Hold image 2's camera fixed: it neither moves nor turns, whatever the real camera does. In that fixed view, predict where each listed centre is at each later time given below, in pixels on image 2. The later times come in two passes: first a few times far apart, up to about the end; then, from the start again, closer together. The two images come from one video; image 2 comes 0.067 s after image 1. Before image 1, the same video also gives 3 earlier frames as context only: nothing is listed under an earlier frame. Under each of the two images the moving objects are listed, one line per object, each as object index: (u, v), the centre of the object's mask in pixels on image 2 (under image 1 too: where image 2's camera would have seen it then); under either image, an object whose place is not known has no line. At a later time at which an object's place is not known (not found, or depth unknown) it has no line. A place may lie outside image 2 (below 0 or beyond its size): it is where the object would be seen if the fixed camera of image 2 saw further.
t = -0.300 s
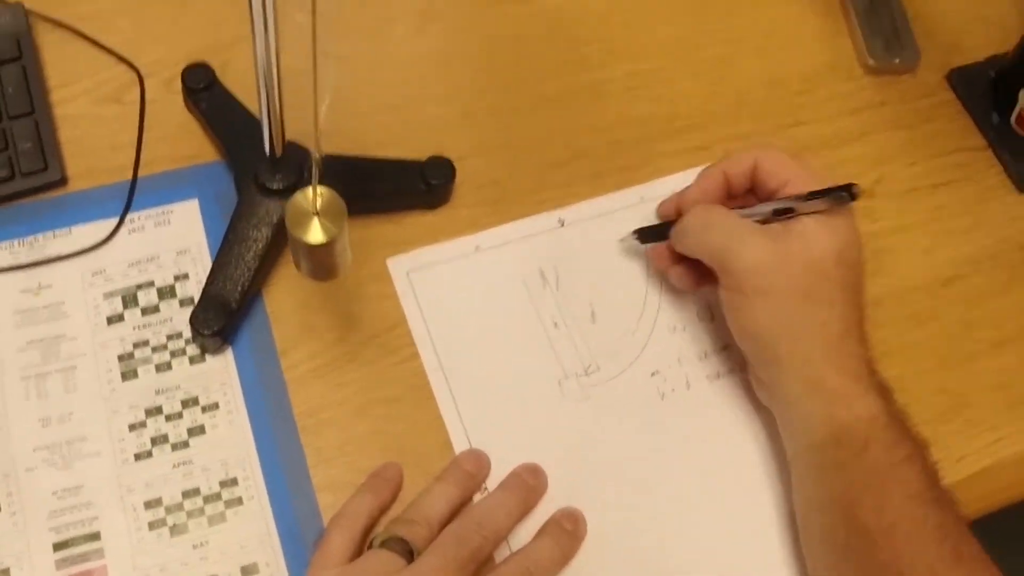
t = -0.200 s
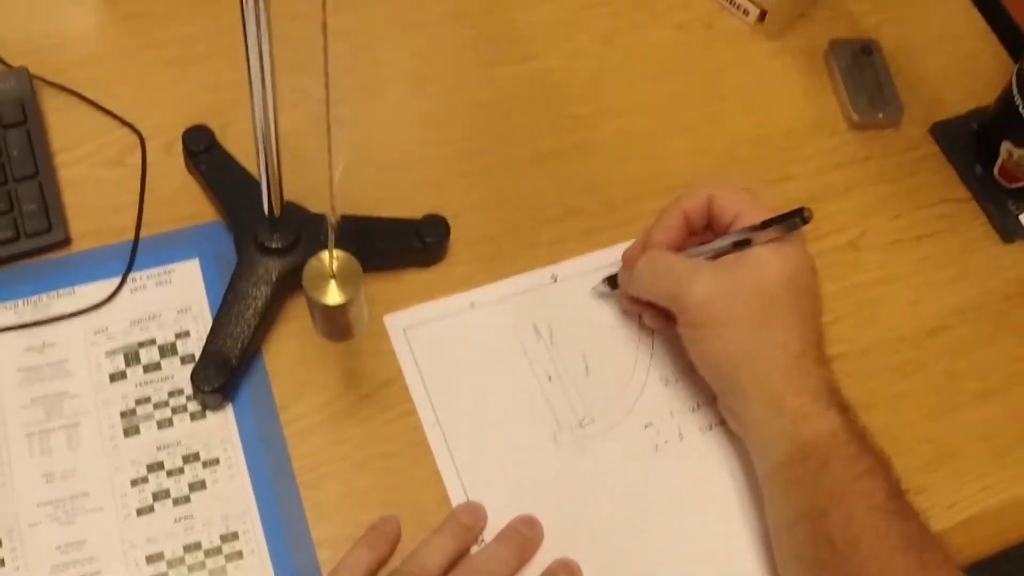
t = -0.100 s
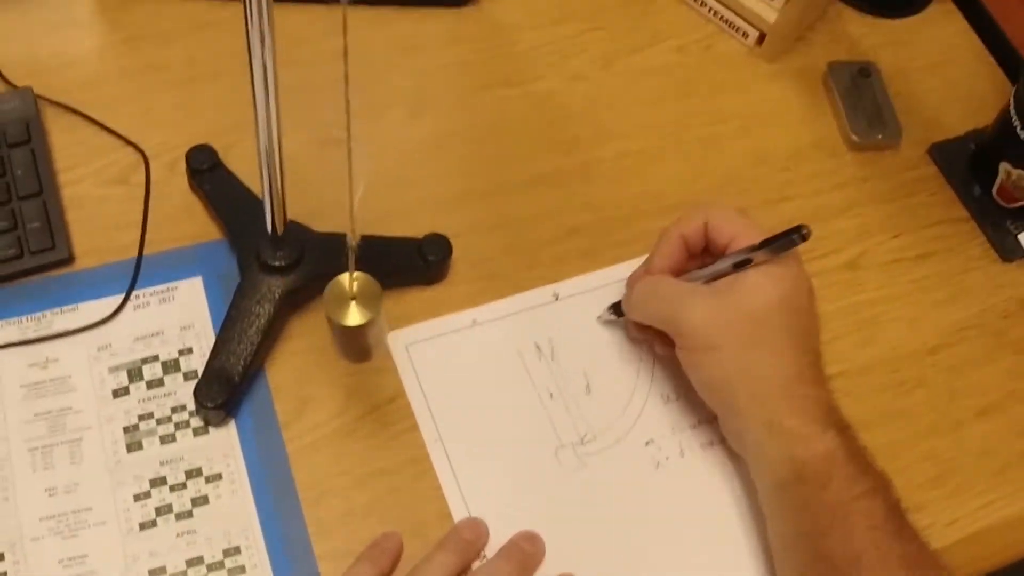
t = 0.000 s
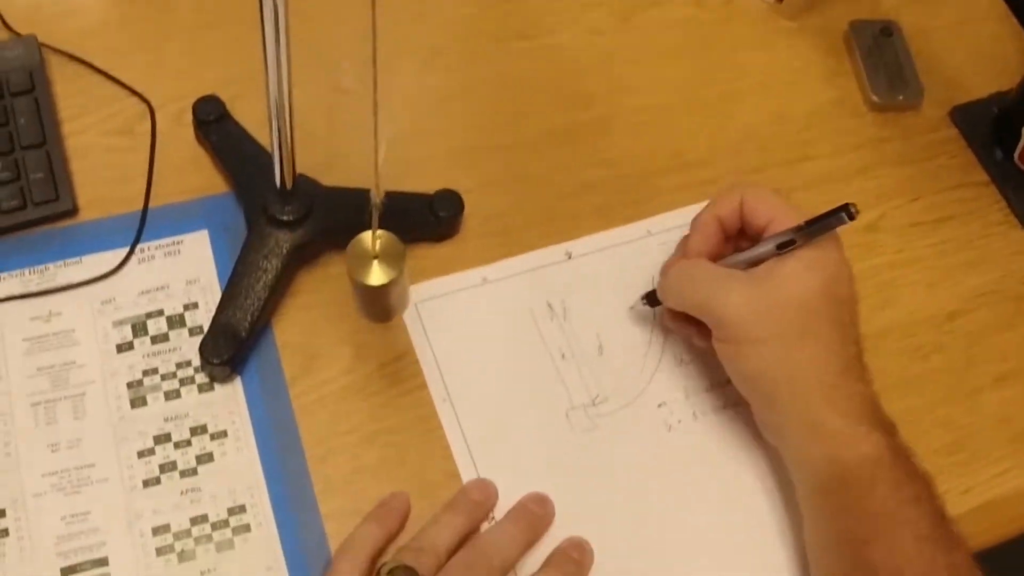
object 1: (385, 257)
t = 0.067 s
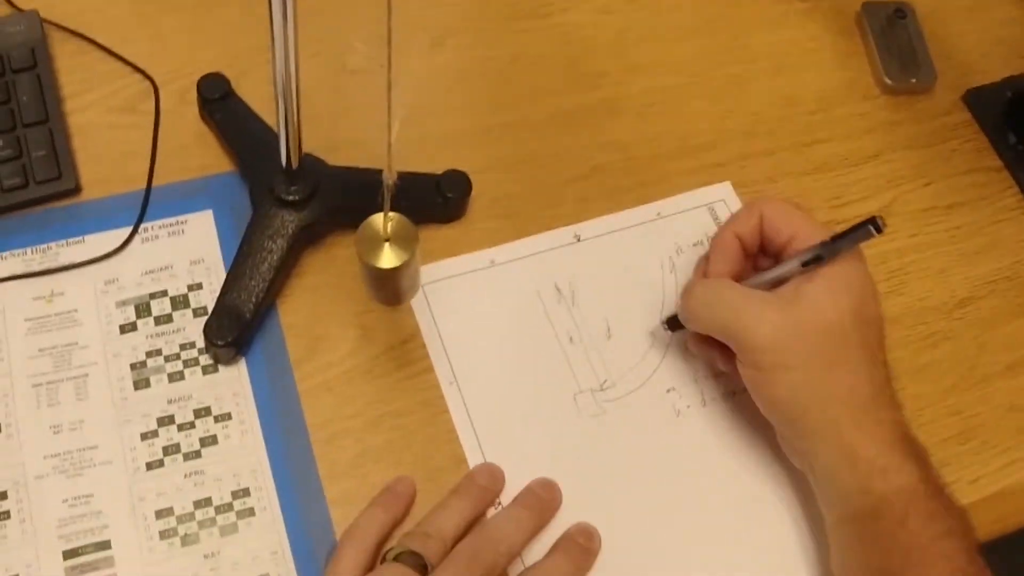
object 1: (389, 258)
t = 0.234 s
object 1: (382, 257)
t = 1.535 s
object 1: (387, 257)
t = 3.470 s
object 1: (305, 239)
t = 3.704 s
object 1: (308, 236)
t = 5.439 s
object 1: (366, 251)
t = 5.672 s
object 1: (387, 255)
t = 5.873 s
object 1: (370, 253)
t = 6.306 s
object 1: (303, 239)
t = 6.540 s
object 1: (314, 239)
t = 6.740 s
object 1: (351, 248)
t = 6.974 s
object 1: (384, 255)
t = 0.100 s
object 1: (390, 259)
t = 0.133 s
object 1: (390, 259)
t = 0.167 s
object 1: (389, 258)
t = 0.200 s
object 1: (386, 258)
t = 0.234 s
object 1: (382, 257)
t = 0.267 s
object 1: (377, 256)
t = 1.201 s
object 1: (357, 248)
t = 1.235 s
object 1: (363, 249)
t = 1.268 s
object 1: (369, 251)
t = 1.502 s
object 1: (386, 257)
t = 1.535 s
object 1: (387, 257)
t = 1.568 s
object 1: (386, 257)
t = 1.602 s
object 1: (385, 256)
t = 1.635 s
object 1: (381, 256)
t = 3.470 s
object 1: (305, 239)
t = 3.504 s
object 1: (302, 240)
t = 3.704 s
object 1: (308, 236)
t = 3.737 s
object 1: (312, 237)
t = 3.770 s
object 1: (317, 241)
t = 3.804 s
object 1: (323, 243)
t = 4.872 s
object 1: (305, 238)
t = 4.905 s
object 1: (303, 237)
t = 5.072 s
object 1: (306, 239)
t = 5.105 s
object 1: (309, 240)
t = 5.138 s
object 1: (313, 240)
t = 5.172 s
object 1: (318, 240)
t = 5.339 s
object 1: (351, 247)
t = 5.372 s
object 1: (356, 248)
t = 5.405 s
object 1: (362, 250)
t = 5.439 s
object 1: (366, 251)
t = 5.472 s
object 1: (371, 251)
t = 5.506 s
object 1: (376, 251)
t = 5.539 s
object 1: (382, 253)
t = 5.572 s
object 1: (386, 254)
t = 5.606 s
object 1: (388, 254)
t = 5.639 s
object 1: (388, 254)
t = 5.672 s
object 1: (387, 255)
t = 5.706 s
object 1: (386, 255)
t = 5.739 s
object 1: (384, 255)
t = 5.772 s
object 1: (382, 255)
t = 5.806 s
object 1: (379, 255)
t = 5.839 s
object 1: (375, 254)
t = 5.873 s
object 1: (370, 253)
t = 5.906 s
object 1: (364, 253)
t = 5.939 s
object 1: (357, 252)
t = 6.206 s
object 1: (313, 241)
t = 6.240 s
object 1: (308, 239)
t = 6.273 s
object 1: (305, 239)
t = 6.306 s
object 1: (303, 239)
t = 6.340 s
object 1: (301, 238)
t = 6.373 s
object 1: (302, 238)
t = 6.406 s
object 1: (303, 238)
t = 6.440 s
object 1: (305, 238)
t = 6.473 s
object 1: (308, 238)
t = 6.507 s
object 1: (310, 238)
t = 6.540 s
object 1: (314, 239)
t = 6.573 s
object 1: (320, 241)
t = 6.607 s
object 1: (326, 242)
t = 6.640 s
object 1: (332, 244)
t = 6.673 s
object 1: (338, 245)
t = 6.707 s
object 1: (344, 246)
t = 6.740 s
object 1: (351, 248)
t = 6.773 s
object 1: (357, 249)
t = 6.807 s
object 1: (363, 250)
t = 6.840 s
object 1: (369, 251)
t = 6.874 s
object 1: (373, 252)
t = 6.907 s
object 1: (378, 253)
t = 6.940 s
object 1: (382, 254)
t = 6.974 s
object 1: (384, 255)
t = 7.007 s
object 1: (387, 255)
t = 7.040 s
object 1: (388, 255)
